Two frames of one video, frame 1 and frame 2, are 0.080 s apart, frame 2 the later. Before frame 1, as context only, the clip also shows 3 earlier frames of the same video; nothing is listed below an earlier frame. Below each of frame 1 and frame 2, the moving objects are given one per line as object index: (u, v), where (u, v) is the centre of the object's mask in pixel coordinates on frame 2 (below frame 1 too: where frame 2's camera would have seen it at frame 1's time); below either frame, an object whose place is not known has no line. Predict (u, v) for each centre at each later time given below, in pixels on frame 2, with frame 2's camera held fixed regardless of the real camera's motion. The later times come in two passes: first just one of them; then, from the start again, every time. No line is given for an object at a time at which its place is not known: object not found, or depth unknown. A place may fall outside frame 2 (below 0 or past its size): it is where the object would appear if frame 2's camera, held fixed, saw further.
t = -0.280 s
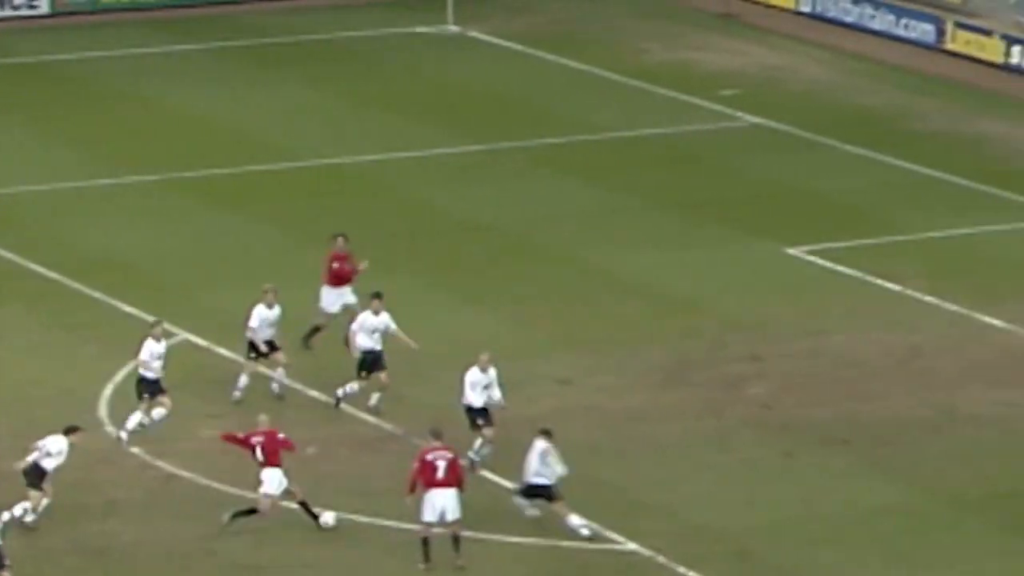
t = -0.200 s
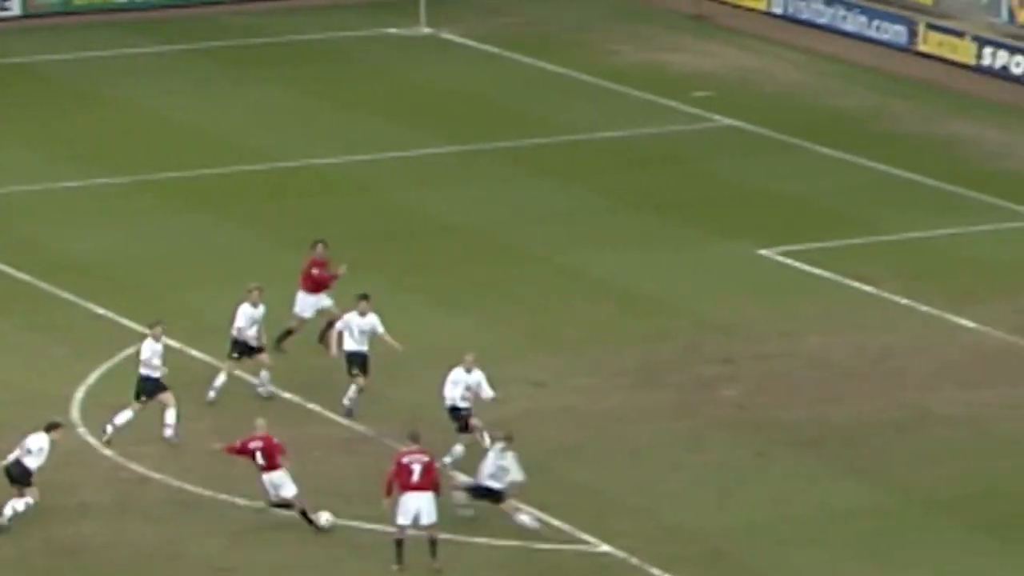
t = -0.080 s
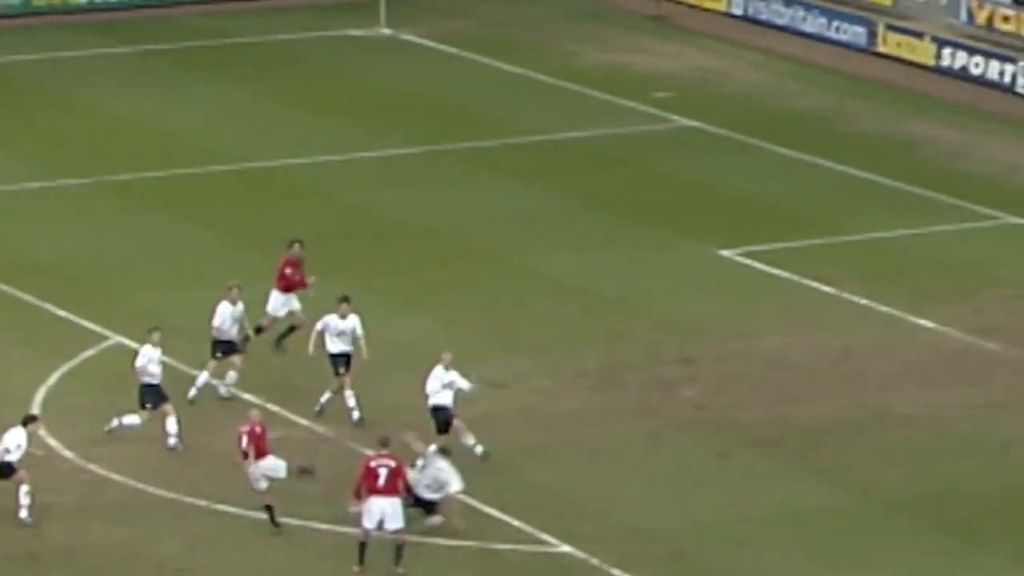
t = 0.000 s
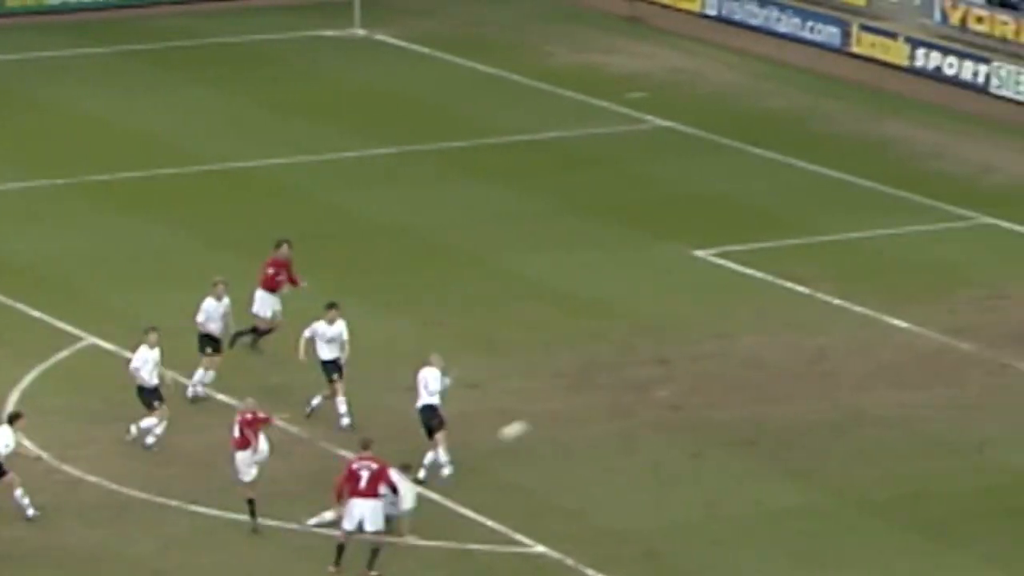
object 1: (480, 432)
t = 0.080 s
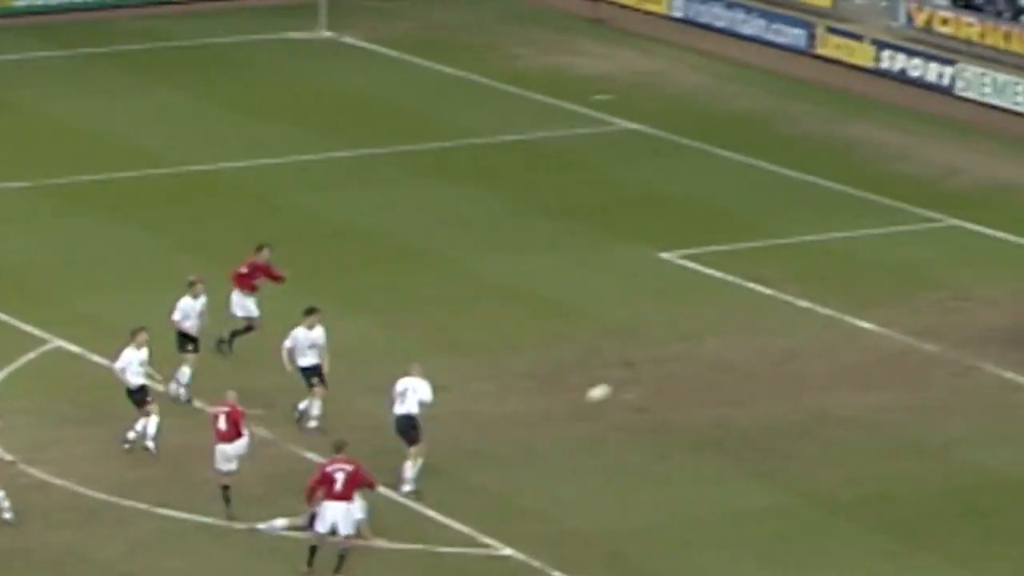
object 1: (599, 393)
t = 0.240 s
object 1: (822, 340)
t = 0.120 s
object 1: (656, 377)
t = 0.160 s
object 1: (711, 362)
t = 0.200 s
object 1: (768, 350)
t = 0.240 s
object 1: (822, 340)
